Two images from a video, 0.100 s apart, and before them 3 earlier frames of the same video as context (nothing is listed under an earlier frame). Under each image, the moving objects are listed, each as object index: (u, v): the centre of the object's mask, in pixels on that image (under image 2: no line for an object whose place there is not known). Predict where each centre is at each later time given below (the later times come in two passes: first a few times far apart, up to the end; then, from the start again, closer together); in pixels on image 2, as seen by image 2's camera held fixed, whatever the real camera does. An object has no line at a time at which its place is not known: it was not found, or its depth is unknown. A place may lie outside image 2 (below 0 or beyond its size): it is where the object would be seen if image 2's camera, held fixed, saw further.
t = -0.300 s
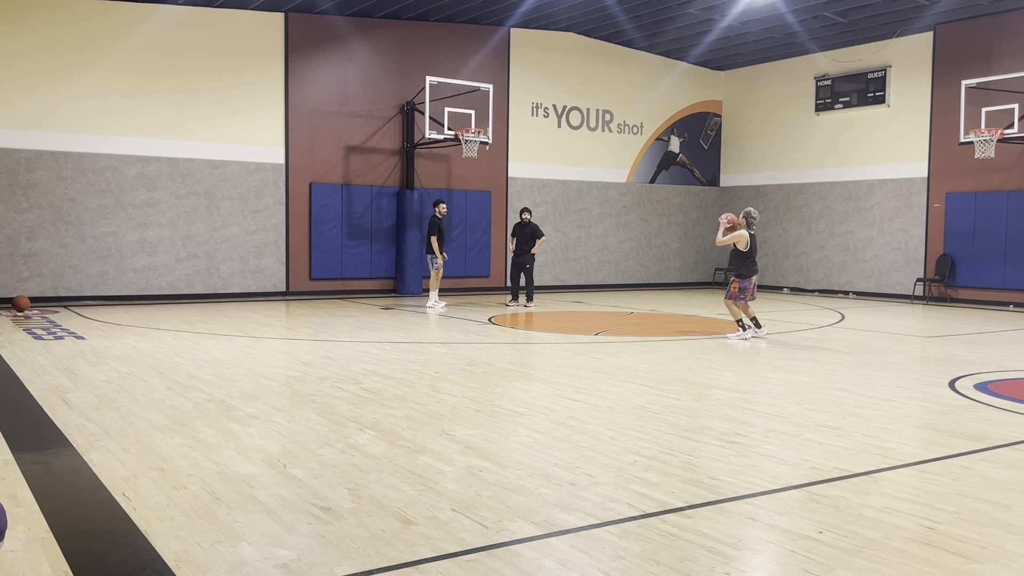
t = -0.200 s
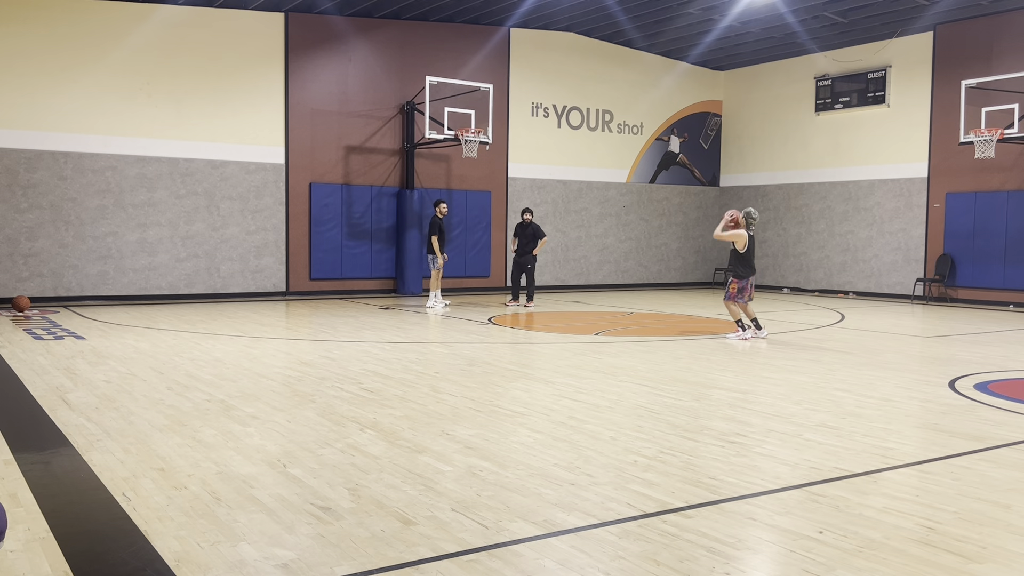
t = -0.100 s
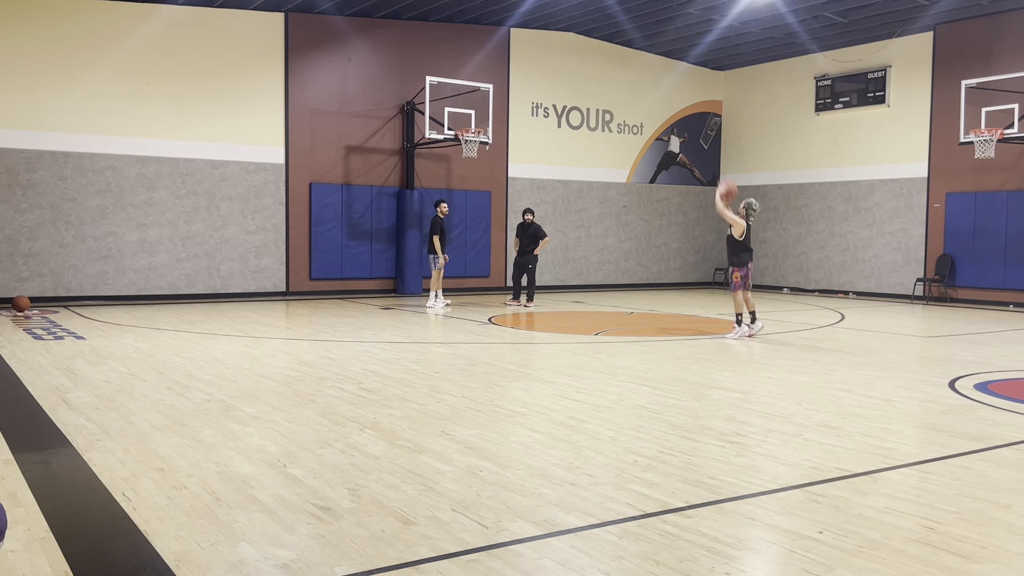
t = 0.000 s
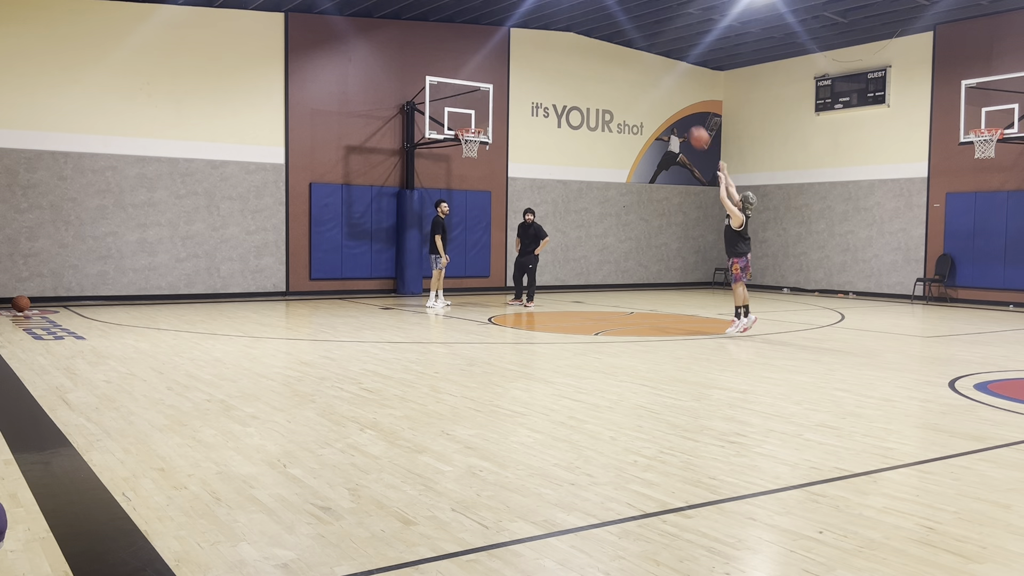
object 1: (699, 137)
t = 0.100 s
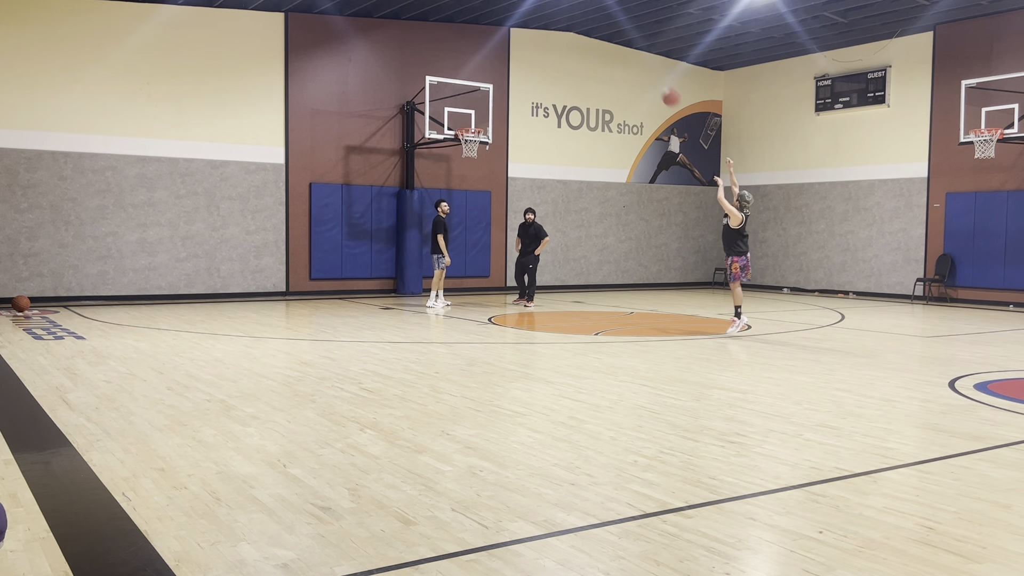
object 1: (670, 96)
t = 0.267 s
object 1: (628, 51)
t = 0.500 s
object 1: (576, 24)
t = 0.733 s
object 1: (531, 34)
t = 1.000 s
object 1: (488, 81)
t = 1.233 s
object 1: (463, 108)
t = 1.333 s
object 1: (465, 90)
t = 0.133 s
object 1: (661, 85)
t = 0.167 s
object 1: (653, 75)
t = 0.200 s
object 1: (644, 66)
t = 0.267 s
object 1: (628, 51)
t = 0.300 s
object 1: (620, 44)
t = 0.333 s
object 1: (612, 39)
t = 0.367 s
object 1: (605, 34)
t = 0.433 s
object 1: (589, 28)
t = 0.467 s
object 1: (582, 26)
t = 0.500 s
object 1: (576, 24)
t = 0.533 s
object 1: (569, 24)
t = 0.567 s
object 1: (562, 24)
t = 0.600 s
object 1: (555, 24)
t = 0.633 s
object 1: (549, 26)
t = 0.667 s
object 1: (543, 28)
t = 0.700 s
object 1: (537, 31)
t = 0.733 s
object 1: (531, 34)
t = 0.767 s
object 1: (525, 38)
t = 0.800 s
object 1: (519, 43)
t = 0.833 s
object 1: (514, 48)
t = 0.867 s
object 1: (508, 53)
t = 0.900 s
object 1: (503, 59)
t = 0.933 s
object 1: (498, 66)
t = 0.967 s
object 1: (493, 73)
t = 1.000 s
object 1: (488, 81)
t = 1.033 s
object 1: (482, 90)
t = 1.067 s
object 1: (478, 98)
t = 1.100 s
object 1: (473, 107)
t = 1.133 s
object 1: (468, 118)
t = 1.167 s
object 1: (464, 124)
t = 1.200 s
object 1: (463, 117)
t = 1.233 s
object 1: (463, 108)
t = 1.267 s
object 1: (463, 102)
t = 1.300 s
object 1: (464, 95)
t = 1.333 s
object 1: (465, 90)
